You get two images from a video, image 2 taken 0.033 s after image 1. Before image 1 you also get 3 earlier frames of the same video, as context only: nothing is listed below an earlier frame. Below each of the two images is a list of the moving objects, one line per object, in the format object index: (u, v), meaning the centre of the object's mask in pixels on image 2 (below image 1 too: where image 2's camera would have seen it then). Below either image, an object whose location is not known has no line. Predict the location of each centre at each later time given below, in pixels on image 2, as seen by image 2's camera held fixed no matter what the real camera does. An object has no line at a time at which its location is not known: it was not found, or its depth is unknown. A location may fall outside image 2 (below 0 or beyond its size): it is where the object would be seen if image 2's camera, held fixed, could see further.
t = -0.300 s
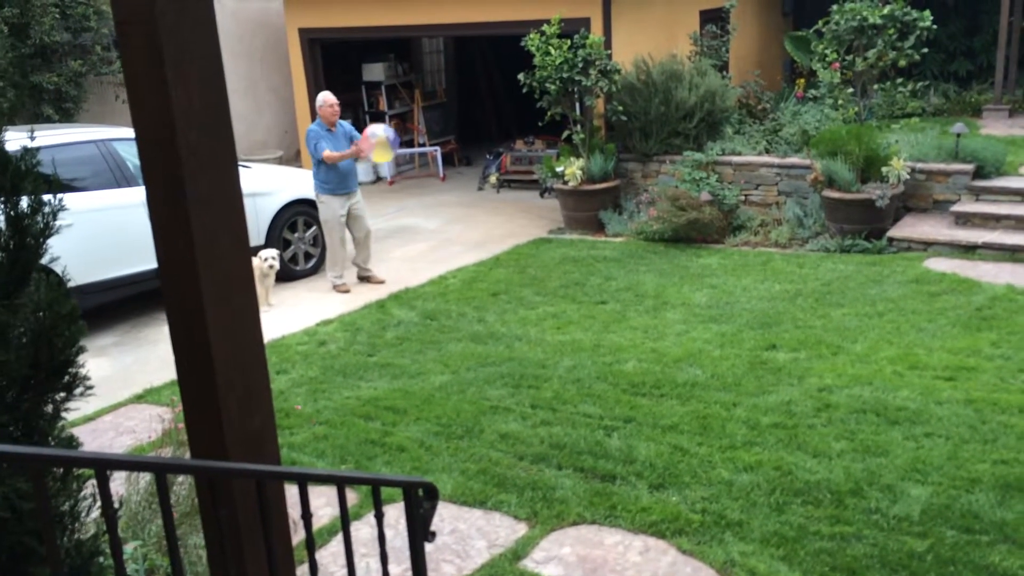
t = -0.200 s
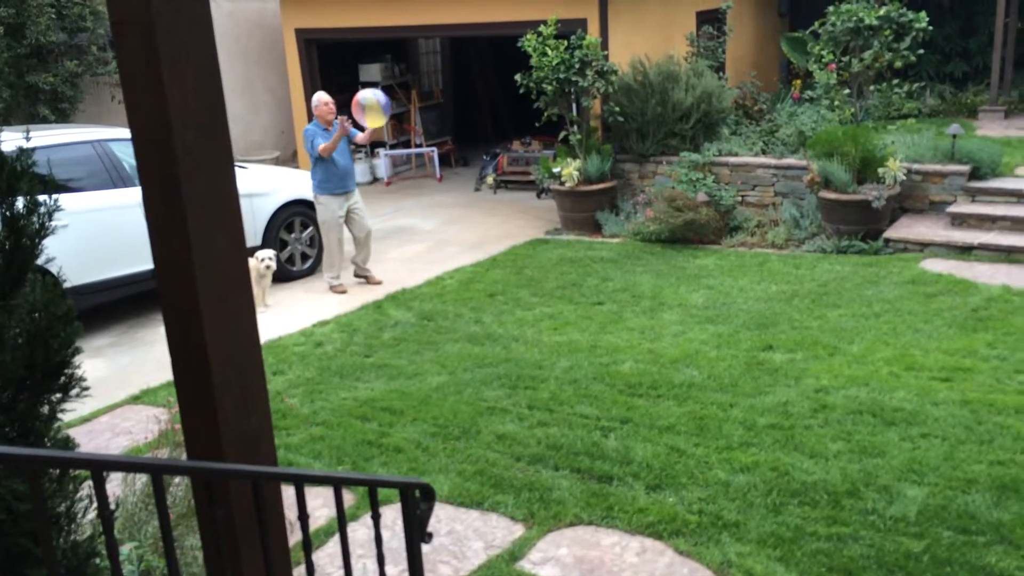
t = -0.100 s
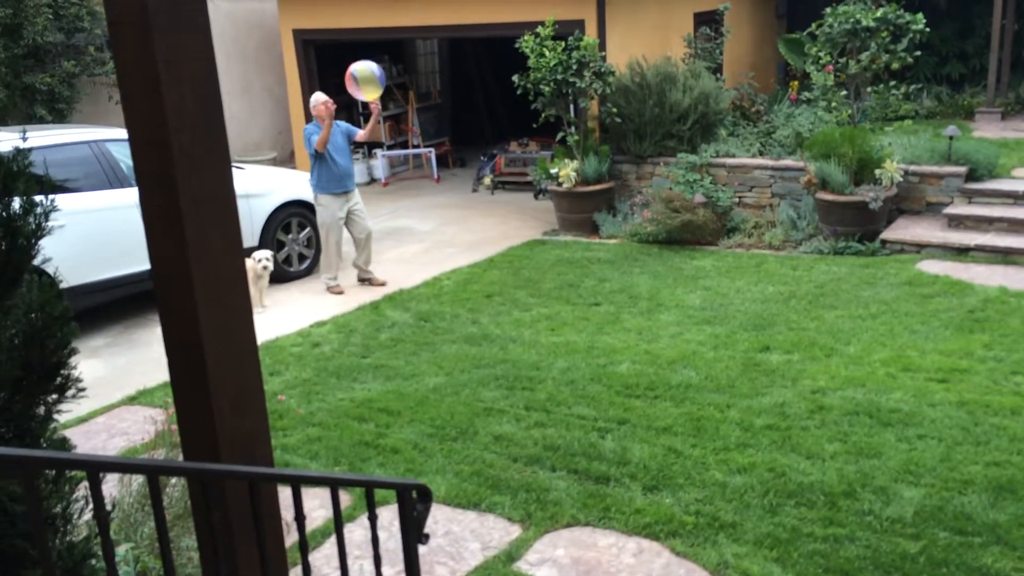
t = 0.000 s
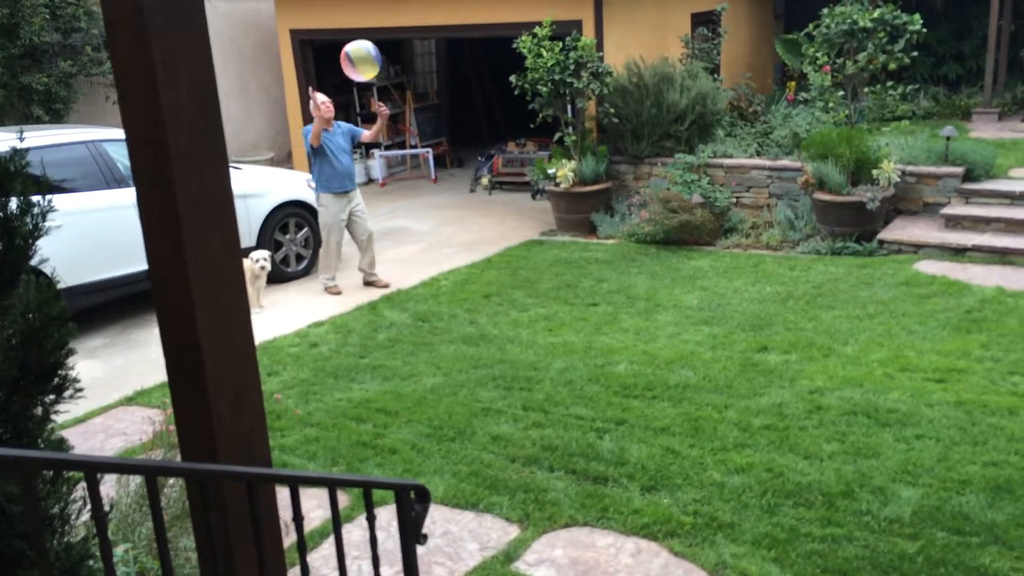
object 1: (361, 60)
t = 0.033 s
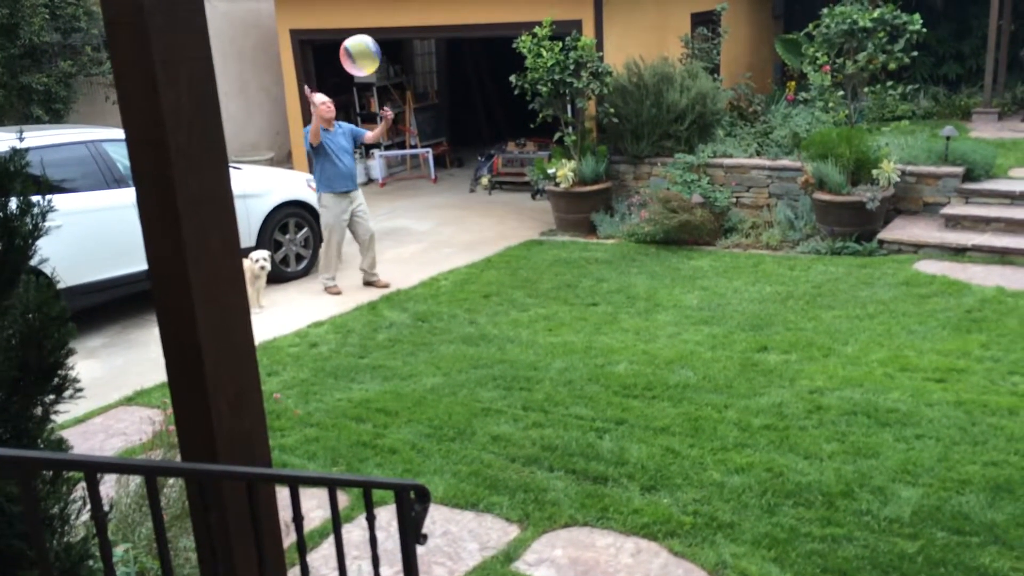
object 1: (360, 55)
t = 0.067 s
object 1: (360, 51)
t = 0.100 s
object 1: (360, 48)
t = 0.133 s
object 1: (360, 45)
